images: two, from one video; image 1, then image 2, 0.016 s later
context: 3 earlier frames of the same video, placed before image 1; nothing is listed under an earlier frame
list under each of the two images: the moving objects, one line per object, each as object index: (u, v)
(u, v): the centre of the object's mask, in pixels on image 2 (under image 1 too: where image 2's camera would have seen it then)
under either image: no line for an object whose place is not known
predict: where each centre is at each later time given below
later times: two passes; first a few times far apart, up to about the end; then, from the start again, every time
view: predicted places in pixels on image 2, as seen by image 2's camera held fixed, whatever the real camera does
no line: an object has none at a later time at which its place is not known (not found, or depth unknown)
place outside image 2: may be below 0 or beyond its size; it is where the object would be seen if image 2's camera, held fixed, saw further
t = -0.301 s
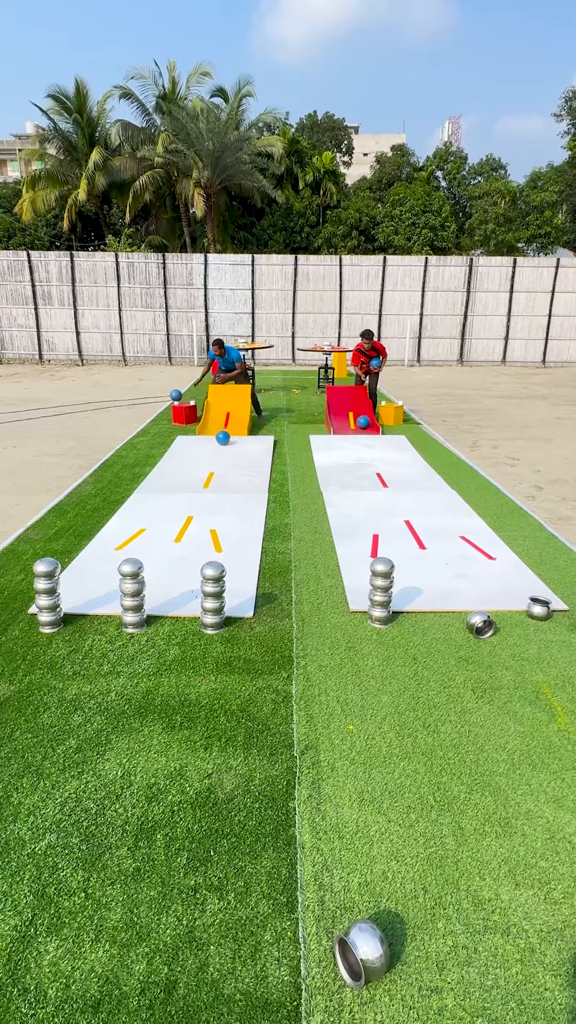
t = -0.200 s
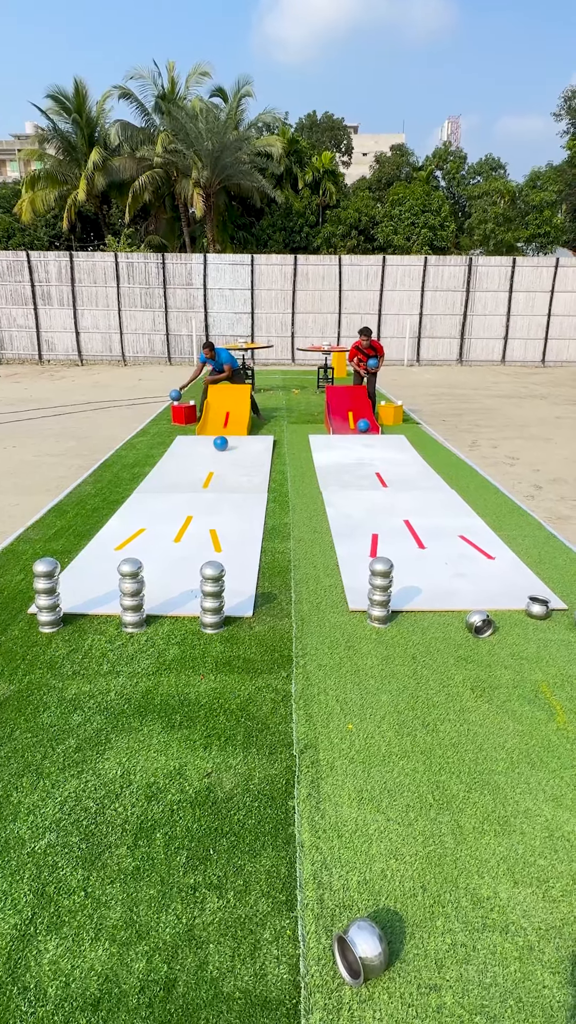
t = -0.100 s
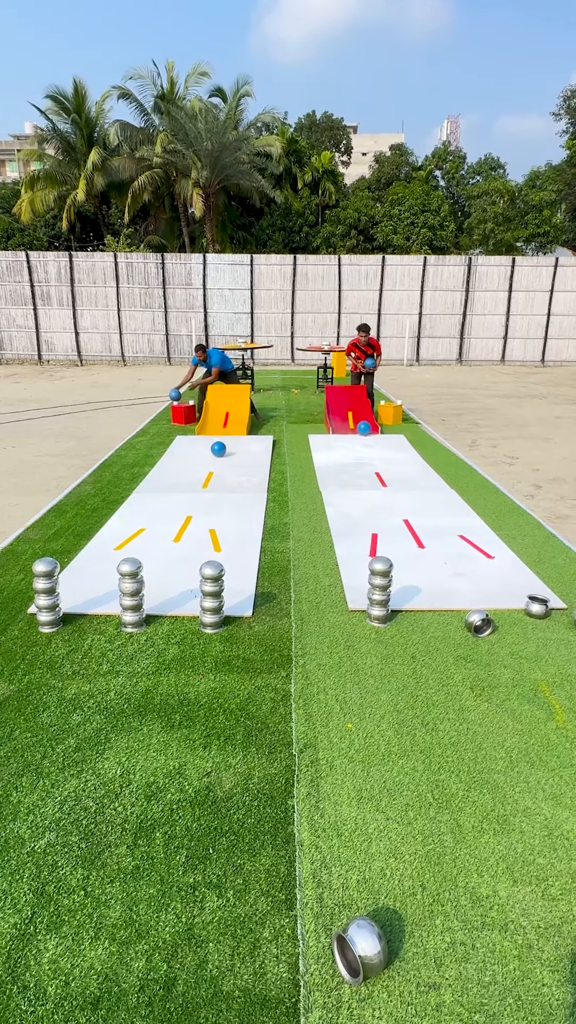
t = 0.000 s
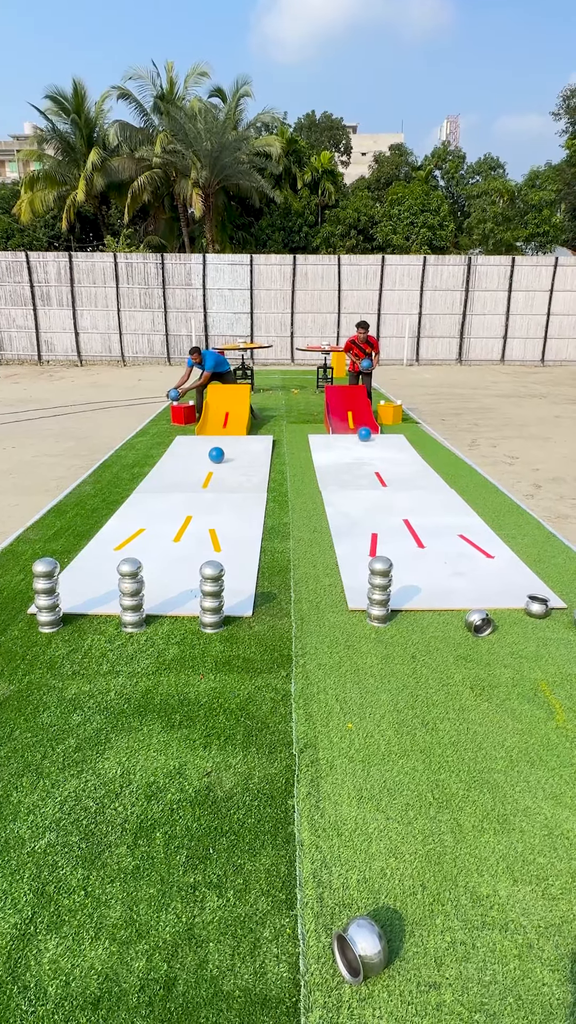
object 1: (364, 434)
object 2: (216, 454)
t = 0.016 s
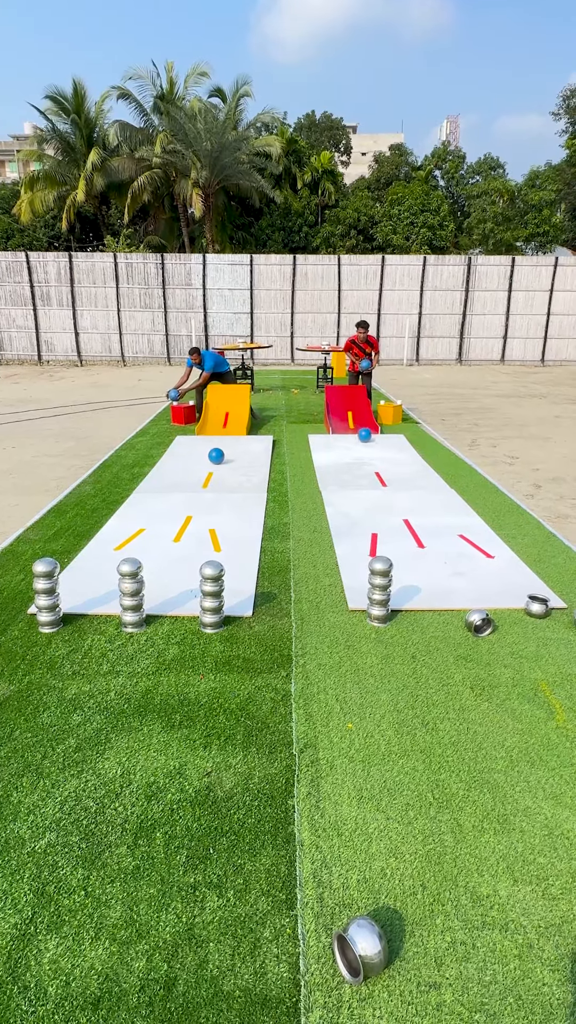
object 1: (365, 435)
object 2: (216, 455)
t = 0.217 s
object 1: (366, 445)
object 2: (212, 468)
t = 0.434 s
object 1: (369, 457)
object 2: (207, 483)
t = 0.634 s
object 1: (371, 468)
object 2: (203, 499)
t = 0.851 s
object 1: (373, 483)
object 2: (198, 520)
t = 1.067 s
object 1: (376, 500)
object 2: (192, 546)
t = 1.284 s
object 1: (380, 521)
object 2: (186, 579)
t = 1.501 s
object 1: (385, 546)
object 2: (180, 626)
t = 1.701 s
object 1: (398, 578)
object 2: (171, 678)
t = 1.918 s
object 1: (406, 621)
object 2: (157, 755)
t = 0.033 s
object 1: (365, 435)
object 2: (216, 456)
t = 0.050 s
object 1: (365, 436)
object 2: (215, 458)
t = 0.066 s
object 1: (365, 437)
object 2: (215, 459)
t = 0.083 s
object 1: (365, 438)
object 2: (215, 460)
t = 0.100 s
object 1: (365, 439)
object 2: (214, 461)
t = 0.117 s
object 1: (365, 440)
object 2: (214, 462)
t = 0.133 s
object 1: (365, 441)
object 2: (214, 463)
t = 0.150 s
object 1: (366, 442)
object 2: (213, 464)
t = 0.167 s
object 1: (366, 443)
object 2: (213, 465)
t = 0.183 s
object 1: (366, 443)
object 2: (213, 466)
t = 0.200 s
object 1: (366, 444)
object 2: (212, 467)
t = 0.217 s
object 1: (366, 445)
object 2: (212, 468)
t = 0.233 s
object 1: (366, 446)
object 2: (212, 469)
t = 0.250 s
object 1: (367, 447)
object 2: (211, 470)
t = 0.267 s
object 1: (367, 448)
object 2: (211, 472)
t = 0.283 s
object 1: (367, 449)
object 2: (210, 473)
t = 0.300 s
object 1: (367, 450)
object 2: (210, 474)
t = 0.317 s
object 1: (368, 451)
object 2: (210, 475)
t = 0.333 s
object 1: (368, 451)
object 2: (209, 476)
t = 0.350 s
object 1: (368, 452)
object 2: (209, 477)
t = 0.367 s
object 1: (368, 453)
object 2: (209, 479)
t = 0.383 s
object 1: (368, 454)
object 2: (209, 480)
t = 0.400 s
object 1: (368, 455)
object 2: (208, 481)
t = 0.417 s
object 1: (368, 456)
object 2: (208, 482)
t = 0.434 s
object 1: (369, 457)
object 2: (207, 483)
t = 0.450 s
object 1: (369, 458)
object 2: (207, 484)
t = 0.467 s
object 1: (369, 459)
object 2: (207, 486)
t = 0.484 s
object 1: (369, 460)
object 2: (206, 487)
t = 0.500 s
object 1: (369, 461)
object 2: (206, 488)
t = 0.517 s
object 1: (370, 462)
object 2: (205, 489)
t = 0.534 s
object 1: (370, 463)
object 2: (205, 491)
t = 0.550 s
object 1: (370, 463)
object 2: (205, 492)
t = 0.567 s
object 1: (370, 464)
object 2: (205, 493)
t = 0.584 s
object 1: (370, 465)
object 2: (204, 495)
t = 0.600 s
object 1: (370, 466)
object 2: (203, 496)
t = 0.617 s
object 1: (371, 467)
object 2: (203, 498)
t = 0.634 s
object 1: (371, 468)
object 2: (203, 499)
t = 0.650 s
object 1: (371, 469)
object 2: (202, 500)
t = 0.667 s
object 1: (371, 470)
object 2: (202, 501)
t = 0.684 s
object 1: (371, 471)
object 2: (202, 503)
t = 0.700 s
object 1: (372, 472)
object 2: (201, 505)
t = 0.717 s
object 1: (372, 473)
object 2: (201, 506)
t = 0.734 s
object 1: (372, 474)
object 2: (200, 508)
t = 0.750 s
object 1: (372, 476)
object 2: (200, 509)
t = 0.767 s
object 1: (372, 477)
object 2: (200, 511)
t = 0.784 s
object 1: (372, 478)
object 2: (199, 512)
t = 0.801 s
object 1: (373, 479)
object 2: (199, 514)
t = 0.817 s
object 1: (373, 480)
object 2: (199, 516)
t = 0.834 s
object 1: (373, 481)
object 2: (198, 518)
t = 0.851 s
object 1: (373, 483)
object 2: (198, 520)
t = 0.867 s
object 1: (373, 484)
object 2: (197, 522)
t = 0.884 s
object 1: (373, 485)
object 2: (197, 523)
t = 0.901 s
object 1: (374, 486)
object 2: (197, 525)
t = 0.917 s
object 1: (374, 488)
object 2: (196, 527)
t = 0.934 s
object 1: (374, 489)
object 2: (195, 529)
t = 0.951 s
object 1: (374, 490)
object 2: (195, 531)
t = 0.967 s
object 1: (375, 492)
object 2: (195, 533)
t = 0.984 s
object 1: (375, 493)
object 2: (194, 535)
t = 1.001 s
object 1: (375, 494)
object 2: (194, 537)
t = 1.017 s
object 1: (375, 496)
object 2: (194, 539)
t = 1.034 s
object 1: (376, 497)
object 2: (193, 542)
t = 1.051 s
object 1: (376, 499)
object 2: (193, 543)
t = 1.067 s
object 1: (376, 500)
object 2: (192, 546)
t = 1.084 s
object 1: (376, 501)
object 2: (192, 548)
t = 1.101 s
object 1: (377, 503)
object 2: (192, 550)
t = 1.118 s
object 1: (377, 505)
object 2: (191, 553)
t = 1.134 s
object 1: (377, 506)
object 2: (190, 555)
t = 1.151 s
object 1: (378, 508)
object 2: (190, 557)
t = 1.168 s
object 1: (378, 509)
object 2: (189, 559)
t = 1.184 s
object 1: (378, 511)
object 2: (189, 562)
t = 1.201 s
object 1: (378, 513)
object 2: (188, 564)
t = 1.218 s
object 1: (379, 514)
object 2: (188, 567)
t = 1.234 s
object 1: (379, 516)
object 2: (187, 570)
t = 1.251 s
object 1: (379, 518)
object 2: (187, 573)
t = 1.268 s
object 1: (380, 519)
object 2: (187, 576)
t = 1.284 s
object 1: (380, 521)
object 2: (186, 579)
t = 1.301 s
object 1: (380, 523)
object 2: (186, 581)
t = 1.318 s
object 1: (381, 525)
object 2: (185, 584)
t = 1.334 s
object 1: (381, 527)
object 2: (185, 588)
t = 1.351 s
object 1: (381, 529)
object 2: (184, 590)
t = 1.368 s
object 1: (382, 530)
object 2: (184, 593)
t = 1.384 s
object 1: (382, 532)
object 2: (183, 597)
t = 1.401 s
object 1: (382, 534)
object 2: (183, 601)
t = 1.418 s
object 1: (383, 537)
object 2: (183, 605)
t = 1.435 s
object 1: (383, 539)
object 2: (183, 609)
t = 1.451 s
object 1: (384, 541)
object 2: (182, 614)
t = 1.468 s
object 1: (384, 543)
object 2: (182, 619)
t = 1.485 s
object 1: (384, 545)
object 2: (181, 623)
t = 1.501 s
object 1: (385, 546)
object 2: (180, 626)
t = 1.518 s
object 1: (385, 548)
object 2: (180, 629)
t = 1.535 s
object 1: (386, 549)
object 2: (179, 633)
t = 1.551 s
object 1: (387, 551)
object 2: (178, 637)
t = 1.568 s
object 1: (388, 553)
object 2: (178, 641)
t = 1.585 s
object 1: (390, 555)
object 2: (177, 646)
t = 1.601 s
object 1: (392, 558)
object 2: (176, 650)
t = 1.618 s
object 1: (393, 560)
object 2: (176, 654)
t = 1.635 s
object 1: (395, 565)
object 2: (175, 659)
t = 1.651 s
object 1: (397, 569)
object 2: (174, 664)
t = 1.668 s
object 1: (397, 572)
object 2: (173, 668)
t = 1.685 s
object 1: (398, 575)
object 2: (172, 673)
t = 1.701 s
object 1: (398, 578)
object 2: (171, 678)
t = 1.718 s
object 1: (399, 581)
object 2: (171, 683)
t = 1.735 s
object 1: (399, 584)
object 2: (169, 689)
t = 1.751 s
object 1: (399, 587)
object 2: (168, 694)
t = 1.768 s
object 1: (399, 590)
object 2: (167, 699)
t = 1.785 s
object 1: (399, 594)
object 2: (166, 704)
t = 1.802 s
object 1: (399, 597)
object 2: (166, 711)
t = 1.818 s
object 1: (398, 600)
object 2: (164, 717)
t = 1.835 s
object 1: (399, 603)
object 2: (163, 722)
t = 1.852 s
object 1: (399, 607)
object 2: (162, 728)
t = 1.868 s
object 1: (401, 611)
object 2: (161, 734)
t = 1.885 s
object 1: (402, 616)
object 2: (159, 742)
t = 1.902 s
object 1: (404, 618)
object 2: (158, 748)
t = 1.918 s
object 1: (406, 621)
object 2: (157, 755)
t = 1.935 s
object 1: (407, 624)
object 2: (156, 762)
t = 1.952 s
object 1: (409, 627)
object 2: (155, 770)
